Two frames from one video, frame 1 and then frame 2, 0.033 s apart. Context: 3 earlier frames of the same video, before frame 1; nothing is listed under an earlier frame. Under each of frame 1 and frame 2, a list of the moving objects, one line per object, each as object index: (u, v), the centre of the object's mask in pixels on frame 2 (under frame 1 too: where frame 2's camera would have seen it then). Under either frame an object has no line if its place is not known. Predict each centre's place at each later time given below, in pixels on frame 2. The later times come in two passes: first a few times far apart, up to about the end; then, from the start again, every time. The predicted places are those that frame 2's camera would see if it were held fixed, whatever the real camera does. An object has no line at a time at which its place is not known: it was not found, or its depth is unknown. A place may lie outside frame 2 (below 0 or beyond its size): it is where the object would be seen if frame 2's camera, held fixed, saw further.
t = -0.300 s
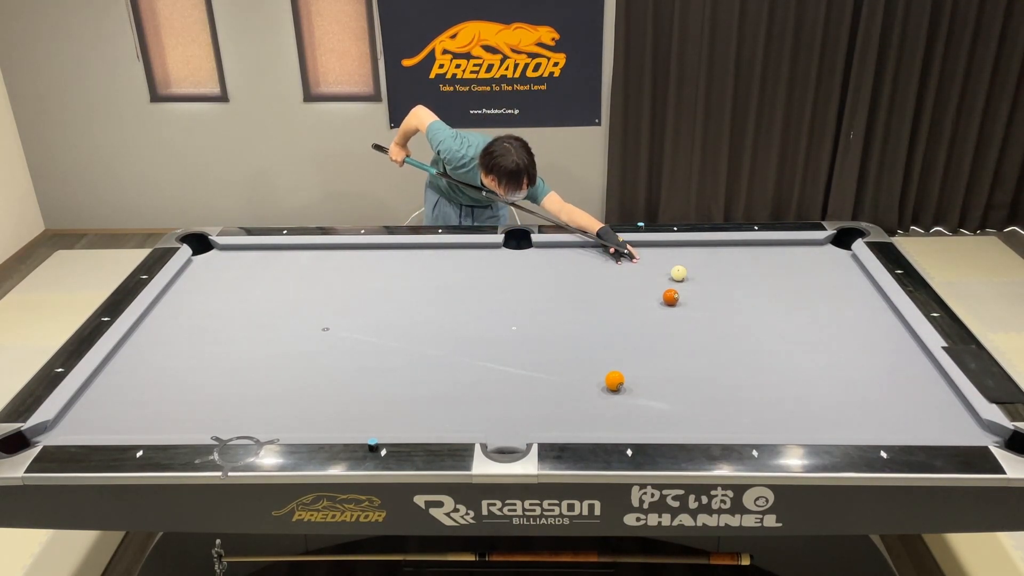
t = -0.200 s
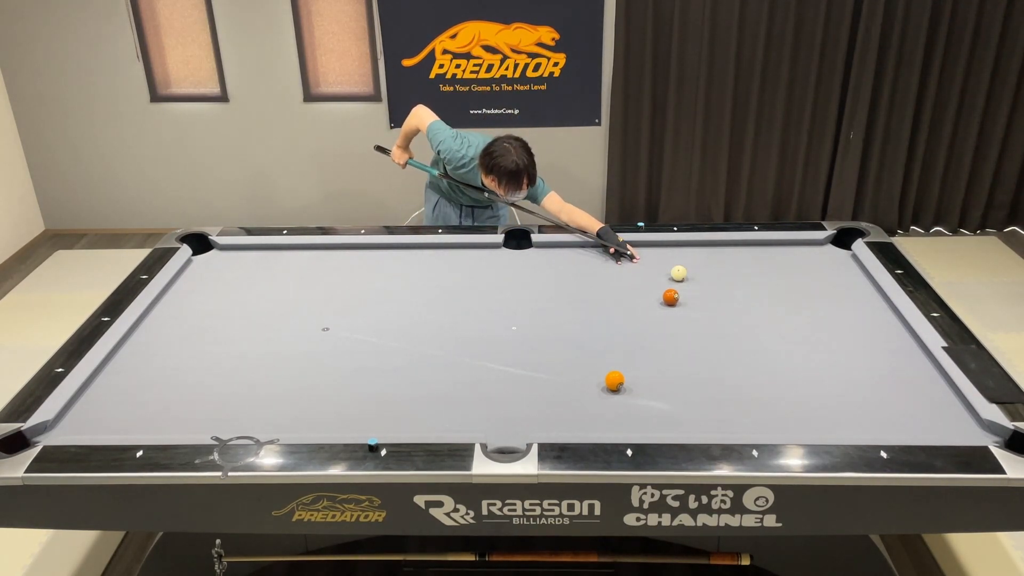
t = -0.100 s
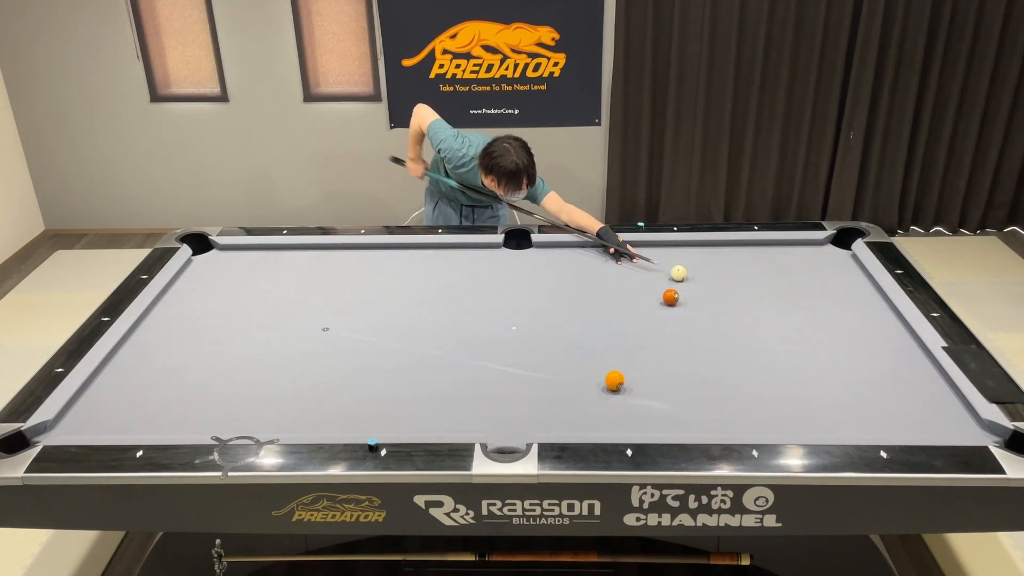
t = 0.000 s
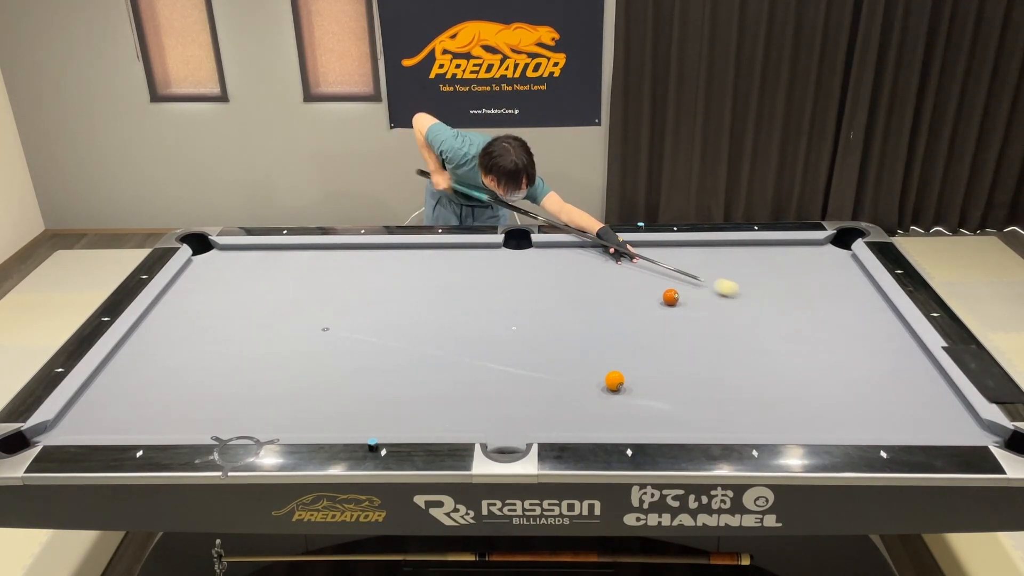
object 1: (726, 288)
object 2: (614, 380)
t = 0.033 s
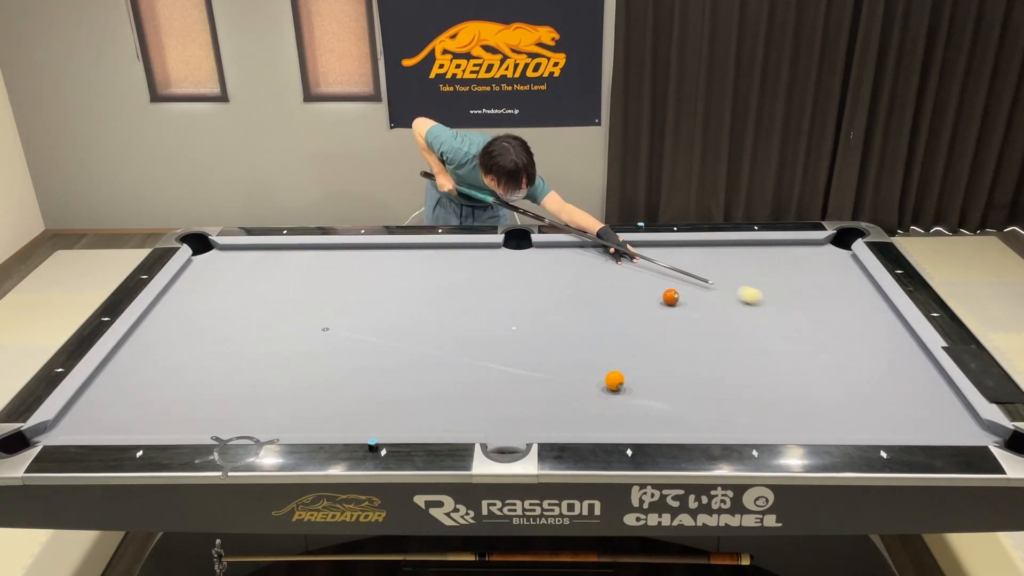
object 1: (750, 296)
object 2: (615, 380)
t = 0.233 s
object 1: (903, 344)
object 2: (614, 380)
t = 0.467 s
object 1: (847, 396)
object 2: (615, 380)
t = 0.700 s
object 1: (758, 415)
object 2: (614, 380)
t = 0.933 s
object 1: (655, 382)
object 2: (614, 380)
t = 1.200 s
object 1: (563, 345)
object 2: (609, 385)
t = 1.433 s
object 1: (496, 316)
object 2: (603, 389)
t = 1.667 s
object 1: (438, 291)
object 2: (598, 393)
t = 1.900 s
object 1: (386, 268)
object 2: (593, 396)
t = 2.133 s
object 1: (341, 248)
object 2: (590, 398)
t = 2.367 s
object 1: (306, 258)
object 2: (587, 400)
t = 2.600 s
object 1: (271, 268)
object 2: (585, 401)
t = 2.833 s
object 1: (236, 278)
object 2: (583, 402)
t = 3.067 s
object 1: (200, 288)
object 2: (584, 402)
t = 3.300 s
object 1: (164, 299)
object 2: (584, 402)
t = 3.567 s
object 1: (174, 306)
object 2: (584, 402)
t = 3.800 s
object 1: (184, 313)
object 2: (584, 402)
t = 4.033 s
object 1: (194, 319)
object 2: (584, 402)
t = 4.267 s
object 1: (203, 325)
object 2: (584, 402)
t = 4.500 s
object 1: (212, 331)
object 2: (584, 402)
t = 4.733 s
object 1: (220, 337)
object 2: (584, 402)
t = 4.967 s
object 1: (228, 342)
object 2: (584, 402)
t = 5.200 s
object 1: (235, 347)
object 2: (584, 402)
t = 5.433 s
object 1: (241, 351)
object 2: (584, 402)
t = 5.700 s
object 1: (248, 357)
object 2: (584, 402)
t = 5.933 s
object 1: (253, 361)
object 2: (584, 402)
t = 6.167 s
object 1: (258, 364)
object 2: (584, 402)
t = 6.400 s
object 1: (262, 367)
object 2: (584, 402)
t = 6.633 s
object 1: (264, 370)
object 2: (584, 402)
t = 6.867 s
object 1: (267, 372)
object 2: (584, 402)
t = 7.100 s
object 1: (268, 373)
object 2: (584, 402)
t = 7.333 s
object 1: (269, 376)
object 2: (584, 402)
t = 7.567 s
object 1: (270, 376)
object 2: (584, 402)
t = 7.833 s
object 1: (269, 377)
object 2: (584, 402)
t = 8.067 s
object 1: (269, 376)
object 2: (584, 402)
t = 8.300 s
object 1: (269, 376)
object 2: (584, 402)
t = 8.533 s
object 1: (269, 376)
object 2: (584, 402)
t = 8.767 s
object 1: (269, 376)
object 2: (584, 402)
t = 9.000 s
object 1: (269, 376)
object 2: (584, 402)
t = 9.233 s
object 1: (269, 376)
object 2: (584, 402)
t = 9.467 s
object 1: (269, 377)
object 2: (584, 402)
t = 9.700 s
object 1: (269, 377)
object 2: (584, 402)
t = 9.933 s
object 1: (269, 377)
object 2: (584, 402)
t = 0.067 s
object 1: (774, 303)
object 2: (615, 380)
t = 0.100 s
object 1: (798, 311)
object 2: (614, 380)
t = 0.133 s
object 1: (823, 318)
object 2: (614, 380)
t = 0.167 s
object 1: (848, 327)
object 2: (614, 380)
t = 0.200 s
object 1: (875, 335)
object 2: (614, 380)
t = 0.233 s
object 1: (903, 344)
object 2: (614, 380)
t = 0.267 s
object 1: (915, 352)
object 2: (614, 380)
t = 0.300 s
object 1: (902, 359)
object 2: (615, 380)
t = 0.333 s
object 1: (890, 366)
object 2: (614, 380)
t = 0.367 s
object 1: (878, 373)
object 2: (614, 380)
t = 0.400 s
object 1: (867, 380)
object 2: (614, 380)
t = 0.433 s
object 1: (857, 388)
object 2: (615, 380)
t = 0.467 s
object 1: (847, 396)
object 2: (615, 380)
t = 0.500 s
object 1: (837, 404)
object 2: (614, 380)
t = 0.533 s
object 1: (828, 412)
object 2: (614, 380)
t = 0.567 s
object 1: (818, 421)
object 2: (614, 380)
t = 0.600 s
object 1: (808, 427)
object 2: (614, 380)
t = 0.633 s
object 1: (792, 426)
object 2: (614, 380)
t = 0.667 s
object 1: (775, 421)
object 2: (614, 380)
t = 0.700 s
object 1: (758, 415)
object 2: (614, 380)
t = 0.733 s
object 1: (742, 410)
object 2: (614, 380)
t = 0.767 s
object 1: (727, 405)
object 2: (614, 380)
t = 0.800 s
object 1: (712, 400)
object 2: (614, 380)
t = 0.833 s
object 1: (697, 396)
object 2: (614, 380)
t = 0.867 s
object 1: (683, 391)
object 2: (614, 380)
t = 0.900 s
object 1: (669, 387)
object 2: (614, 380)
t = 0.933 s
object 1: (655, 382)
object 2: (614, 380)
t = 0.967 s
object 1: (641, 378)
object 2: (614, 380)
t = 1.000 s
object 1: (629, 373)
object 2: (614, 380)
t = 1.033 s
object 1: (617, 366)
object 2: (613, 381)
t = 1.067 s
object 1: (605, 363)
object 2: (612, 382)
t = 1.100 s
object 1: (594, 359)
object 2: (611, 383)
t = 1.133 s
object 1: (583, 354)
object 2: (611, 383)
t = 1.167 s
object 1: (573, 350)
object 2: (610, 384)
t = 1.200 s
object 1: (563, 345)
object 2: (609, 385)
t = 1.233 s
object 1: (553, 341)
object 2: (608, 385)
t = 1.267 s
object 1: (543, 336)
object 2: (607, 386)
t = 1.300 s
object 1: (533, 332)
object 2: (606, 386)
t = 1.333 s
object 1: (523, 328)
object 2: (605, 387)
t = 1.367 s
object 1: (514, 324)
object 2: (605, 388)
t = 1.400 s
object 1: (505, 320)
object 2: (604, 388)
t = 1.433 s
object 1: (496, 316)
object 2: (603, 389)
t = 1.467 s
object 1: (487, 312)
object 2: (602, 389)
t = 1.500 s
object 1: (479, 309)
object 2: (601, 390)
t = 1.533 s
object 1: (470, 305)
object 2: (601, 391)
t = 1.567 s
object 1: (462, 301)
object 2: (600, 391)
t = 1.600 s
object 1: (454, 298)
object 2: (599, 392)
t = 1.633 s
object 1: (446, 294)
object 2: (599, 392)
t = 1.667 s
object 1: (438, 291)
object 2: (598, 393)
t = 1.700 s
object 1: (430, 287)
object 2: (597, 393)
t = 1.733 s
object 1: (423, 284)
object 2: (597, 394)
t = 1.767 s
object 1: (415, 281)
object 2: (596, 394)
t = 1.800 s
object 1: (408, 278)
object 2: (595, 395)
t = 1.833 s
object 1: (400, 275)
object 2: (595, 395)
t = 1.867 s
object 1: (393, 271)
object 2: (594, 396)
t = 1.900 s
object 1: (386, 268)
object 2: (593, 396)
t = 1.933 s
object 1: (380, 265)
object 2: (593, 396)
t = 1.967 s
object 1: (373, 262)
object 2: (592, 397)
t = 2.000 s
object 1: (366, 259)
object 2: (592, 397)
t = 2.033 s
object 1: (360, 257)
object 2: (591, 397)
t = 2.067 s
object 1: (353, 254)
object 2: (591, 398)
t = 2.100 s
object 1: (347, 251)
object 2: (590, 398)
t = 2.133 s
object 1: (341, 248)
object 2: (590, 398)
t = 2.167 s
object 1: (335, 248)
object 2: (589, 399)
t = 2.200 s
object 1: (330, 250)
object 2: (589, 399)
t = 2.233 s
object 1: (325, 252)
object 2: (589, 399)
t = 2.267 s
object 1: (321, 253)
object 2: (588, 399)
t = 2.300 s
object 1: (316, 255)
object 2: (587, 400)
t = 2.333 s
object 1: (311, 256)
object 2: (587, 400)
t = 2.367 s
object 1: (306, 258)
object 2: (587, 400)
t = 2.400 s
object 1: (301, 259)
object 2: (586, 400)
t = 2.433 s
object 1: (296, 260)
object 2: (586, 400)
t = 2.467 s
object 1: (291, 262)
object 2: (586, 401)
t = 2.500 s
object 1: (286, 263)
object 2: (585, 401)
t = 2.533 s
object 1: (281, 265)
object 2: (585, 401)
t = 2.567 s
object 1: (276, 266)
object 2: (585, 401)
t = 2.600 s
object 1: (271, 268)
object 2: (585, 401)
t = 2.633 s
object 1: (266, 269)
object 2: (584, 401)
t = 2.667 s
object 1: (261, 271)
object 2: (584, 401)
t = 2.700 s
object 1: (256, 272)
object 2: (584, 401)
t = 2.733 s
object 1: (251, 274)
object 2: (584, 402)
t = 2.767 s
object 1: (246, 275)
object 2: (584, 402)
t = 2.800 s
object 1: (241, 276)
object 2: (584, 402)
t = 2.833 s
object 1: (236, 278)
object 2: (583, 402)
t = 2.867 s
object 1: (231, 280)
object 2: (583, 402)
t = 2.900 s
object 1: (226, 281)
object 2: (583, 402)
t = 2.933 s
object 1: (221, 282)
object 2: (583, 402)
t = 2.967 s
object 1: (216, 284)
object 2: (583, 402)
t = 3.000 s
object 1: (211, 285)
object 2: (584, 402)
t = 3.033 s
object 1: (206, 287)
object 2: (584, 402)
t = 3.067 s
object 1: (200, 288)
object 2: (584, 402)
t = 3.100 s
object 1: (195, 290)
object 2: (584, 402)
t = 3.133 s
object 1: (190, 291)
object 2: (584, 402)
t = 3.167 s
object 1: (185, 292)
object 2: (584, 402)
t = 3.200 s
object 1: (180, 294)
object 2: (584, 402)
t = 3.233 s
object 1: (175, 296)
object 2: (584, 402)
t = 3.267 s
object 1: (169, 297)
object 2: (584, 402)
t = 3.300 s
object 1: (164, 299)
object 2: (584, 402)
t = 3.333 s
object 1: (163, 300)
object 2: (584, 402)
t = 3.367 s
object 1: (164, 301)
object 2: (584, 402)
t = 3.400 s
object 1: (166, 302)
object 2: (584, 402)
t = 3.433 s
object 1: (168, 302)
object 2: (584, 402)
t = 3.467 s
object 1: (170, 303)
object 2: (584, 402)
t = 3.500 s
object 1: (170, 304)
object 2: (584, 402)
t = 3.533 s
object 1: (172, 306)
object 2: (584, 402)
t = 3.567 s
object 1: (174, 306)
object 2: (584, 402)
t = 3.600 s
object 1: (175, 307)
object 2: (584, 402)
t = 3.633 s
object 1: (177, 308)
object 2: (584, 402)
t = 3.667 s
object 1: (178, 309)
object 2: (584, 402)
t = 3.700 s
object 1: (179, 310)
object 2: (584, 402)
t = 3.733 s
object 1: (181, 311)
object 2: (584, 402)
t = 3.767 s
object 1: (183, 312)
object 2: (584, 402)
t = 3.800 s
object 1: (184, 313)
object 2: (584, 402)
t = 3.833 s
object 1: (185, 314)
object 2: (584, 402)
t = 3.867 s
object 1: (187, 315)
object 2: (584, 402)
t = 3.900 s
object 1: (188, 315)
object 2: (584, 402)
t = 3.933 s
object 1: (190, 316)
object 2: (584, 402)
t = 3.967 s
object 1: (191, 317)
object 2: (584, 402)
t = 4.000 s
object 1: (192, 318)
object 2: (584, 402)
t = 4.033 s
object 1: (194, 319)
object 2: (584, 402)
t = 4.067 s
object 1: (195, 320)
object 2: (584, 402)
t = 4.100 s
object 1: (196, 321)
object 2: (584, 402)
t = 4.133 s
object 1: (198, 322)
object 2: (584, 402)
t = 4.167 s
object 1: (199, 322)
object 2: (584, 402)
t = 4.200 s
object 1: (200, 323)
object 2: (584, 402)
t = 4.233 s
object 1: (201, 324)
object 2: (584, 402)
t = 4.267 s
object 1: (203, 325)
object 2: (584, 402)
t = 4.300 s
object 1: (204, 326)
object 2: (584, 402)
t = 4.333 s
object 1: (205, 327)
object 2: (584, 402)
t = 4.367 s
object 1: (207, 328)
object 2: (584, 402)
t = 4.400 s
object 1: (208, 329)
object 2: (584, 402)
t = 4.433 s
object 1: (209, 330)
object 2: (584, 402)
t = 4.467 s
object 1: (210, 330)
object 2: (584, 402)
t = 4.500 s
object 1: (212, 331)
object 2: (584, 402)
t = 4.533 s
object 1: (213, 332)
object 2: (584, 402)
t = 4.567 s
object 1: (214, 333)
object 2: (584, 402)
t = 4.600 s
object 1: (215, 334)
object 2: (584, 402)
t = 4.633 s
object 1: (216, 334)
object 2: (584, 402)
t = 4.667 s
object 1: (218, 335)
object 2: (584, 402)
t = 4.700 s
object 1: (219, 336)
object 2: (584, 402)
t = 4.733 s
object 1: (220, 337)
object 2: (584, 402)
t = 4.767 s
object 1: (221, 337)
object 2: (584, 402)
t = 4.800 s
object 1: (222, 338)
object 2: (584, 402)
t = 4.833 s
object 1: (223, 339)
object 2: (584, 402)
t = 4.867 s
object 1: (224, 340)
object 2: (584, 402)
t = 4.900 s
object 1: (226, 340)
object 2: (584, 402)
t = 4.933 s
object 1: (227, 341)
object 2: (584, 402)
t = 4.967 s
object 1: (228, 342)
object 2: (584, 402)
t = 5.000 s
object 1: (229, 343)
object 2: (584, 402)
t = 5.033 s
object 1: (229, 344)
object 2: (584, 402)
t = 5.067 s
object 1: (230, 344)
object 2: (584, 402)
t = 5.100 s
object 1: (232, 345)
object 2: (584, 402)
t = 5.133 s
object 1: (233, 346)
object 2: (584, 402)
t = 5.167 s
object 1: (234, 346)
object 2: (584, 402)
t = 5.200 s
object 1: (235, 347)
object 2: (584, 402)
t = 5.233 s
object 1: (236, 348)
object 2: (584, 402)
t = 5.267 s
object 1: (237, 348)
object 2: (584, 402)
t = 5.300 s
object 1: (238, 349)
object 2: (584, 402)
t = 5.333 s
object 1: (239, 350)
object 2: (584, 402)
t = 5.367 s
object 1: (240, 350)
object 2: (584, 402)
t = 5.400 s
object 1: (240, 351)
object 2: (584, 402)
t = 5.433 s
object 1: (241, 351)
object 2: (584, 402)
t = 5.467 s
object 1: (242, 352)
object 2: (584, 402)
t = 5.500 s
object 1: (243, 353)
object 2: (584, 402)
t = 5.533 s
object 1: (244, 354)
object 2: (584, 402)
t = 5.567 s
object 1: (245, 354)
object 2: (584, 402)
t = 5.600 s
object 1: (245, 355)
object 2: (584, 402)
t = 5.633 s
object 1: (246, 355)
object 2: (584, 402)
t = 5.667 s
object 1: (247, 356)
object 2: (584, 402)
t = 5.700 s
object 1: (248, 357)
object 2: (584, 402)
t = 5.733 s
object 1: (249, 357)
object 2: (584, 402)
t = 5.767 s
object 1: (250, 358)
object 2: (584, 402)
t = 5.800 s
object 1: (250, 359)
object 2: (584, 402)
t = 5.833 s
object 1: (251, 359)
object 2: (584, 402)
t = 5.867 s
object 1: (252, 360)
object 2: (584, 402)
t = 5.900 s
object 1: (253, 360)
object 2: (584, 402)
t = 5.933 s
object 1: (253, 361)
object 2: (584, 402)
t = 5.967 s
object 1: (254, 361)
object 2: (584, 402)
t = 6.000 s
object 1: (255, 362)
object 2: (584, 402)
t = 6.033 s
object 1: (255, 362)
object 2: (584, 402)
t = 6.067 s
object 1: (256, 362)
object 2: (584, 402)
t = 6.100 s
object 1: (257, 363)
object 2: (584, 402)
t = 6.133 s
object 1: (257, 363)
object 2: (584, 402)
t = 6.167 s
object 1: (258, 364)
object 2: (584, 402)
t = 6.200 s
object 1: (258, 364)
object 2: (584, 402)
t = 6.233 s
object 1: (259, 365)
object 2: (584, 402)
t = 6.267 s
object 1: (259, 365)
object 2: (584, 402)
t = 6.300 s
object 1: (260, 366)
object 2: (584, 402)
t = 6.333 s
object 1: (261, 366)
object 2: (584, 402)
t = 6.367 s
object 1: (261, 366)
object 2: (584, 402)
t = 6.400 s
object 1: (262, 367)
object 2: (584, 402)
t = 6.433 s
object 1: (262, 367)
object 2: (584, 402)
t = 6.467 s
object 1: (262, 368)
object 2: (584, 402)
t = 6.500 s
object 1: (263, 368)
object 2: (584, 402)
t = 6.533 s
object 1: (263, 369)
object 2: (584, 402)
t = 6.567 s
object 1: (263, 369)
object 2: (584, 402)
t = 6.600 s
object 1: (264, 369)
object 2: (584, 402)
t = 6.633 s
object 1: (264, 370)
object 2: (584, 402)
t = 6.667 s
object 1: (265, 370)
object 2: (584, 402)
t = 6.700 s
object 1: (265, 370)
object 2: (584, 402)
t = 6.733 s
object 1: (265, 371)
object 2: (584, 402)
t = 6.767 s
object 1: (266, 371)
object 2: (584, 402)
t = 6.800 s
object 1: (266, 371)
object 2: (584, 402)
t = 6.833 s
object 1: (267, 372)
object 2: (584, 402)
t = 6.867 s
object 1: (267, 372)
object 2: (584, 402)
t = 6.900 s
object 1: (267, 372)
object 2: (584, 402)
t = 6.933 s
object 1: (267, 373)
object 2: (584, 402)
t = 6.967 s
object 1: (268, 373)
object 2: (584, 402)
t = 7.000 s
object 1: (268, 373)
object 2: (584, 402)
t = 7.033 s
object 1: (268, 373)
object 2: (584, 402)
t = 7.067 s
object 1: (268, 373)
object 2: (584, 402)
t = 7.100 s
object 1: (268, 373)
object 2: (584, 402)
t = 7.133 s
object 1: (269, 374)
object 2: (584, 402)
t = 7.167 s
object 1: (268, 374)
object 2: (584, 402)
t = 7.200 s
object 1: (269, 375)
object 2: (584, 402)
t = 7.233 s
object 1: (269, 375)
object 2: (584, 402)
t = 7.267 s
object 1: (269, 375)
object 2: (584, 402)
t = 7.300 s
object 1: (269, 375)
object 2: (584, 402)
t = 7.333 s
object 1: (269, 376)
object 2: (584, 402)
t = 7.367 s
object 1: (269, 376)
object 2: (584, 402)
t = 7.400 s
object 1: (269, 376)
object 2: (584, 402)
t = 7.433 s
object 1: (269, 376)
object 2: (584, 402)
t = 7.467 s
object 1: (269, 376)
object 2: (584, 402)
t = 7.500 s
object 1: (270, 376)
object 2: (584, 402)
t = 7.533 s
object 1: (270, 376)
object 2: (584, 402)
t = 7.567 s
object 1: (270, 376)
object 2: (584, 402)
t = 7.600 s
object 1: (270, 376)
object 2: (584, 402)
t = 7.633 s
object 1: (270, 376)
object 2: (584, 402)
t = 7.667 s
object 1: (270, 376)
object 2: (584, 402)
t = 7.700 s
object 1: (269, 377)
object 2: (584, 402)
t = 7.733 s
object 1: (269, 377)
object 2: (584, 402)
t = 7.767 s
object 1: (270, 376)
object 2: (584, 402)
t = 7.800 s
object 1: (269, 377)
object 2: (584, 402)
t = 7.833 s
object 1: (269, 377)
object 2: (584, 402)
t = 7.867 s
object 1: (270, 376)
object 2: (584, 402)
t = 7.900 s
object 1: (269, 376)
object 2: (584, 402)
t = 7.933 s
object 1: (269, 376)
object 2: (584, 402)
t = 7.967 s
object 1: (269, 377)
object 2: (584, 402)
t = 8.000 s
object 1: (269, 376)
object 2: (584, 402)
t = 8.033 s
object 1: (269, 377)
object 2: (584, 402)
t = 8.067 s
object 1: (269, 376)
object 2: (584, 402)
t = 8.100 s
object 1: (269, 377)
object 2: (584, 402)
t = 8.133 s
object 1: (269, 377)
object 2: (584, 402)
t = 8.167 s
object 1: (269, 376)
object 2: (584, 402)
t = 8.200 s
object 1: (269, 376)
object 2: (584, 402)
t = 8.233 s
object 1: (269, 376)
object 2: (584, 402)
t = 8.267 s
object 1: (269, 376)
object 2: (584, 402)
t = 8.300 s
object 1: (269, 376)
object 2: (584, 402)
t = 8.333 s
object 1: (269, 377)
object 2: (584, 402)
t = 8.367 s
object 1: (269, 376)
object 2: (584, 402)
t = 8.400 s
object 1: (269, 376)
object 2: (584, 402)
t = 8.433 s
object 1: (269, 376)
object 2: (584, 402)
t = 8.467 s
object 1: (269, 376)
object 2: (584, 402)
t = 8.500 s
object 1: (269, 376)
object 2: (584, 402)
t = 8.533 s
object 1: (269, 376)
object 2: (584, 402)
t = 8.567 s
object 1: (269, 376)
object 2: (584, 402)
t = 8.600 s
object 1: (269, 376)
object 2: (584, 402)
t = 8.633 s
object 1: (269, 376)
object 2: (584, 402)
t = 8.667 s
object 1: (269, 376)
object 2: (584, 402)
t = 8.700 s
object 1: (269, 376)
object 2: (584, 402)
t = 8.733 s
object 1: (269, 376)
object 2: (584, 402)
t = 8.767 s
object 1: (269, 376)
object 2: (584, 402)
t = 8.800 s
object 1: (269, 376)
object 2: (584, 402)
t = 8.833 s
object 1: (269, 376)
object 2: (584, 402)
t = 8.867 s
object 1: (269, 377)
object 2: (584, 402)
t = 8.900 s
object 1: (269, 376)
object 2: (584, 402)
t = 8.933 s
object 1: (269, 376)
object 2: (584, 402)
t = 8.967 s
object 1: (269, 377)
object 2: (584, 402)
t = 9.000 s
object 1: (269, 376)
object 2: (584, 402)
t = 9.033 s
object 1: (269, 376)
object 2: (584, 402)
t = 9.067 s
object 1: (269, 376)
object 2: (584, 402)
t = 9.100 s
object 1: (269, 376)
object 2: (584, 402)
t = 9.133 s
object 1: (269, 376)
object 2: (584, 402)
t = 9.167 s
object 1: (269, 376)
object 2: (584, 402)
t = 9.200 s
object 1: (269, 377)
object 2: (584, 402)
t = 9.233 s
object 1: (269, 376)
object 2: (584, 402)
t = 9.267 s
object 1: (269, 376)
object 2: (584, 402)
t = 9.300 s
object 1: (269, 377)
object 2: (584, 402)
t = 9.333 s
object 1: (269, 376)
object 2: (584, 402)
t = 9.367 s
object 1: (269, 376)
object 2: (584, 402)
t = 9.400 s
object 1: (269, 376)
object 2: (584, 402)
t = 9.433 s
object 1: (269, 377)
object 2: (584, 402)
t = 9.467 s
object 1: (269, 377)
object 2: (584, 402)
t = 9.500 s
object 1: (269, 377)
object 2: (584, 402)
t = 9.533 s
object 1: (270, 376)
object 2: (584, 402)
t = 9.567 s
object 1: (269, 376)
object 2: (584, 402)
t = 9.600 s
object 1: (269, 377)
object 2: (584, 402)
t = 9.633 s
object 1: (269, 376)
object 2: (584, 402)
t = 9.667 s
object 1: (269, 377)
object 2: (584, 402)
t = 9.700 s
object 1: (269, 377)
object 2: (584, 402)
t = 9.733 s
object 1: (269, 376)
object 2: (584, 402)
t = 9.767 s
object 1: (269, 376)
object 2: (584, 402)
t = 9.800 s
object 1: (269, 377)
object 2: (584, 402)
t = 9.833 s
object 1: (270, 376)
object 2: (584, 402)
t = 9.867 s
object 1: (270, 376)
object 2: (584, 402)
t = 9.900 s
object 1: (269, 376)
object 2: (584, 402)
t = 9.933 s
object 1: (269, 377)
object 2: (584, 402)
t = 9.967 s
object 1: (269, 376)
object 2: (584, 402)
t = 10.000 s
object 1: (270, 376)
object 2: (584, 402)
